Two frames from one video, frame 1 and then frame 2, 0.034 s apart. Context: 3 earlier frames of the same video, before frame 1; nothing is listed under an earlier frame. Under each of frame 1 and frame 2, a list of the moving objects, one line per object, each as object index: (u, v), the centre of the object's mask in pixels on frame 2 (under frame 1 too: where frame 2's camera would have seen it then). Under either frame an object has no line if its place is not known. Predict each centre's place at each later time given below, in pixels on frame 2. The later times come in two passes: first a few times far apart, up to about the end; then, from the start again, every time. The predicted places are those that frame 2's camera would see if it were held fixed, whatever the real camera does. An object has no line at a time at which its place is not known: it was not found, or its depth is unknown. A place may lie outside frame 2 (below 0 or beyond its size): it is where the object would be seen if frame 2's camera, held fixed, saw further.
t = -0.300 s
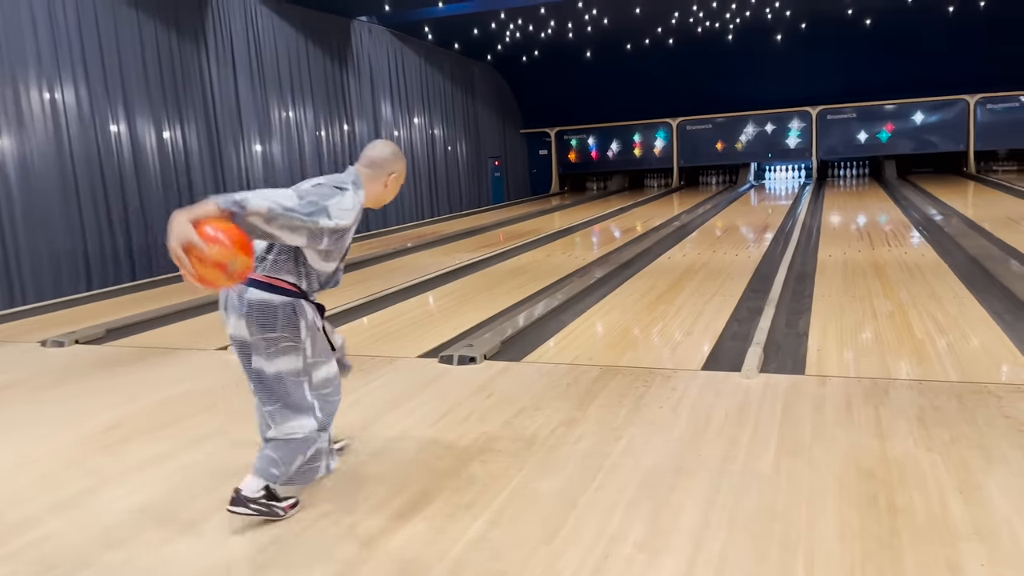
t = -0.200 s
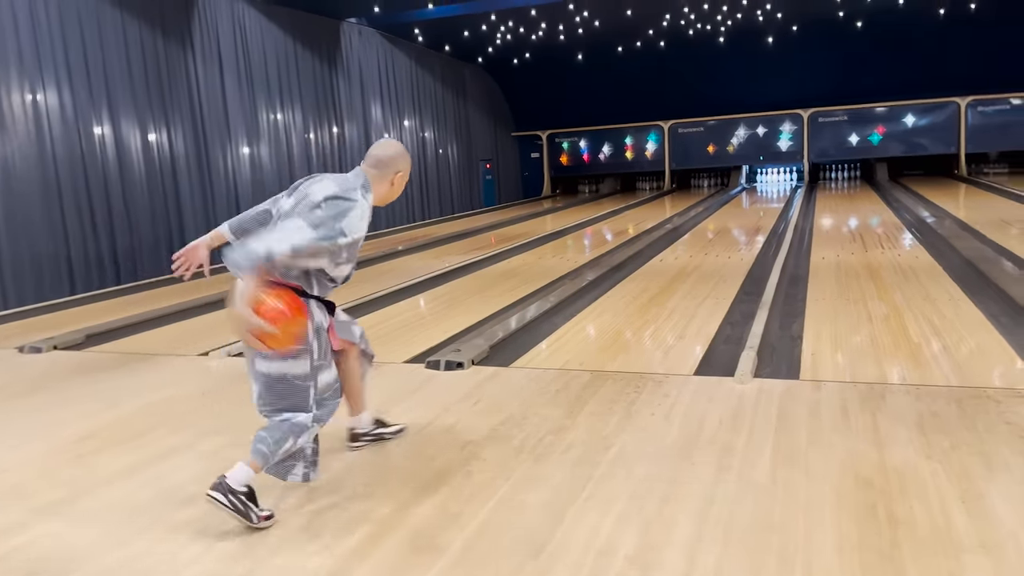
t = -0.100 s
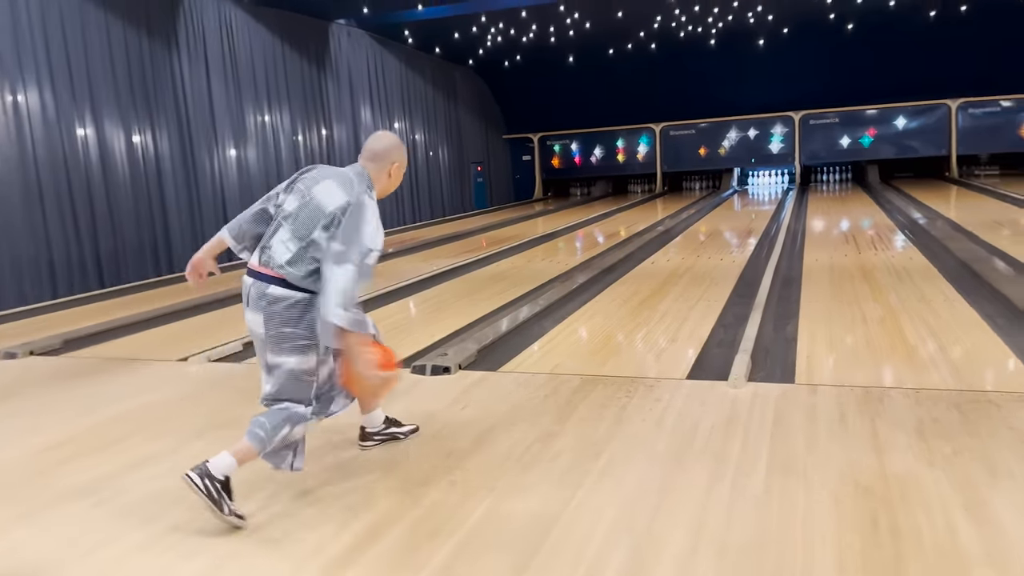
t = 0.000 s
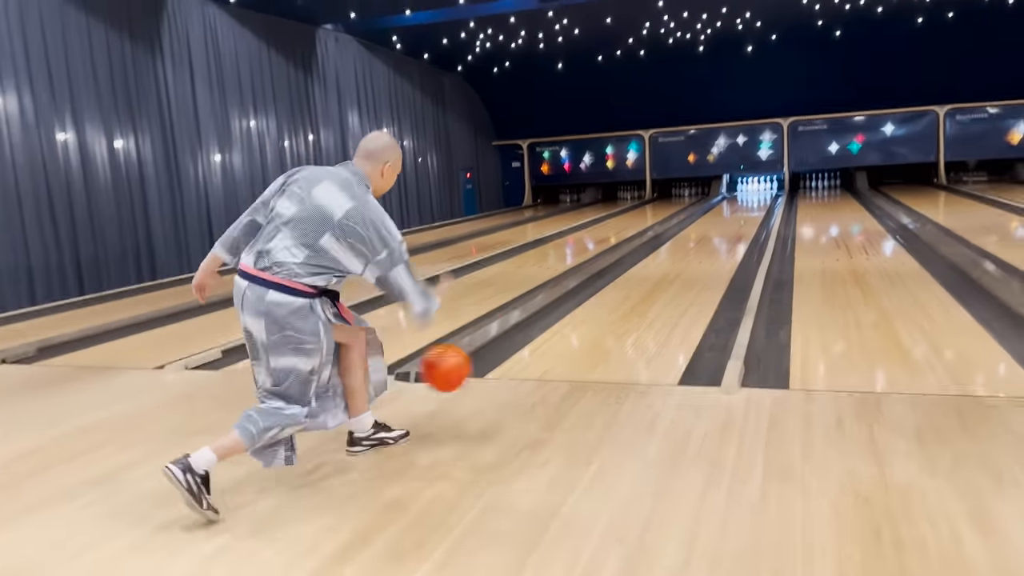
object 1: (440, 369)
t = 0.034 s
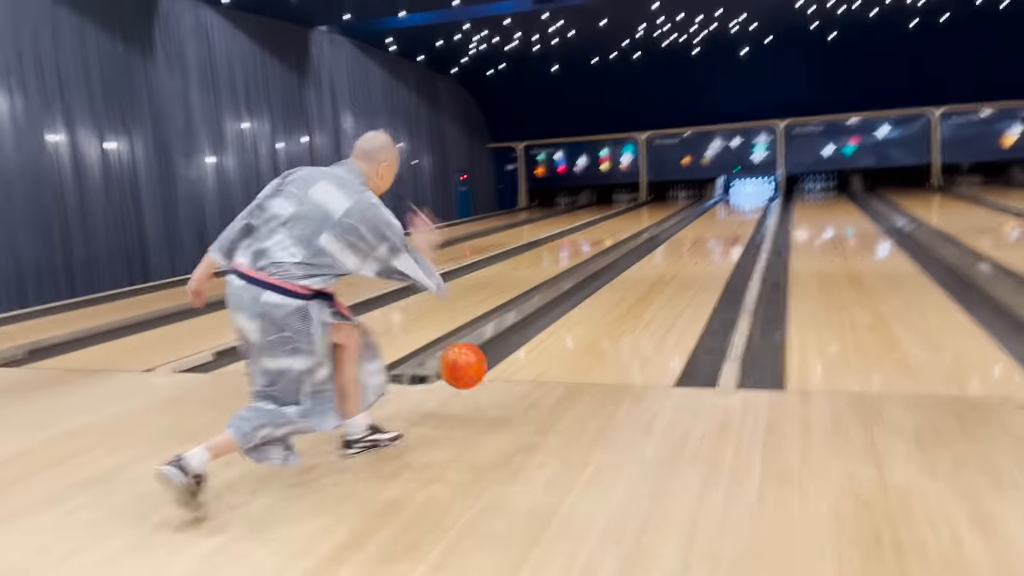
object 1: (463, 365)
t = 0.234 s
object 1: (560, 327)
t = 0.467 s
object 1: (624, 291)
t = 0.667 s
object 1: (658, 267)
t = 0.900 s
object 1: (683, 249)
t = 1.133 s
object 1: (697, 237)
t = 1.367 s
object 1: (705, 228)
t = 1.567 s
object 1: (708, 222)
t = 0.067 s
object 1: (484, 363)
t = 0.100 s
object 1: (503, 364)
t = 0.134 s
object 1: (520, 358)
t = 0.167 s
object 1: (535, 345)
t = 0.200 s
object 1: (548, 335)
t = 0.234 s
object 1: (560, 327)
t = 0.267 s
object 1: (572, 322)
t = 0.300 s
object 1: (582, 319)
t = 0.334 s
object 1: (592, 312)
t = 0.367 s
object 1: (601, 307)
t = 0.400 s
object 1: (609, 301)
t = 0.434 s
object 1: (617, 296)
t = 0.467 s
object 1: (624, 291)
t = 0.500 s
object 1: (631, 286)
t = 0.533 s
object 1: (637, 282)
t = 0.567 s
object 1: (642, 278)
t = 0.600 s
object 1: (648, 274)
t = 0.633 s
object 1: (653, 271)
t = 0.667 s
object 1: (658, 267)
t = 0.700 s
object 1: (662, 264)
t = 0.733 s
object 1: (665, 262)
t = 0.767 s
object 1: (670, 259)
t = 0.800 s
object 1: (673, 256)
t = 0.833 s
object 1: (676, 254)
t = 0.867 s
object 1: (680, 251)
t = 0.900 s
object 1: (683, 249)
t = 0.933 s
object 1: (685, 248)
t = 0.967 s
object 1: (687, 246)
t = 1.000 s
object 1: (690, 244)
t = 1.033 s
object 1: (692, 242)
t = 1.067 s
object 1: (694, 240)
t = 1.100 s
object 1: (695, 239)
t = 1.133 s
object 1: (697, 237)
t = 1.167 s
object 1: (699, 235)
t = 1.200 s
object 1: (700, 233)
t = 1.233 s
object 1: (701, 232)
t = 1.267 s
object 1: (702, 231)
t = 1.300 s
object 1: (703, 230)
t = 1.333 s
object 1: (704, 229)
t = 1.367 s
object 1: (705, 228)
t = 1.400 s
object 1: (706, 226)
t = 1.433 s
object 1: (706, 225)
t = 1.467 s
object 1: (707, 225)
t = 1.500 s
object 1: (707, 223)
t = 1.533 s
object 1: (708, 222)
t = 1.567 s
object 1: (708, 222)
